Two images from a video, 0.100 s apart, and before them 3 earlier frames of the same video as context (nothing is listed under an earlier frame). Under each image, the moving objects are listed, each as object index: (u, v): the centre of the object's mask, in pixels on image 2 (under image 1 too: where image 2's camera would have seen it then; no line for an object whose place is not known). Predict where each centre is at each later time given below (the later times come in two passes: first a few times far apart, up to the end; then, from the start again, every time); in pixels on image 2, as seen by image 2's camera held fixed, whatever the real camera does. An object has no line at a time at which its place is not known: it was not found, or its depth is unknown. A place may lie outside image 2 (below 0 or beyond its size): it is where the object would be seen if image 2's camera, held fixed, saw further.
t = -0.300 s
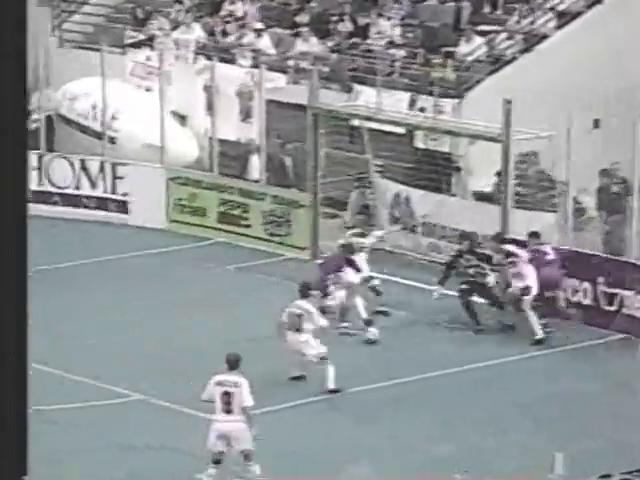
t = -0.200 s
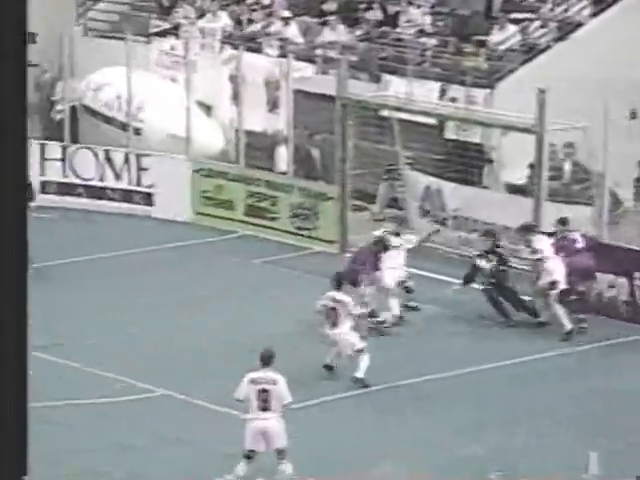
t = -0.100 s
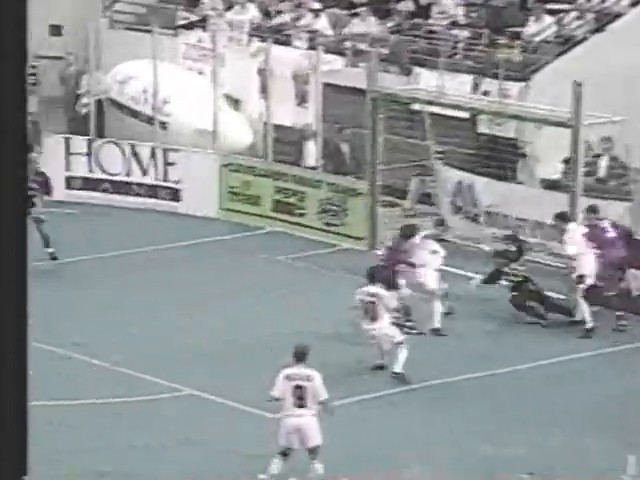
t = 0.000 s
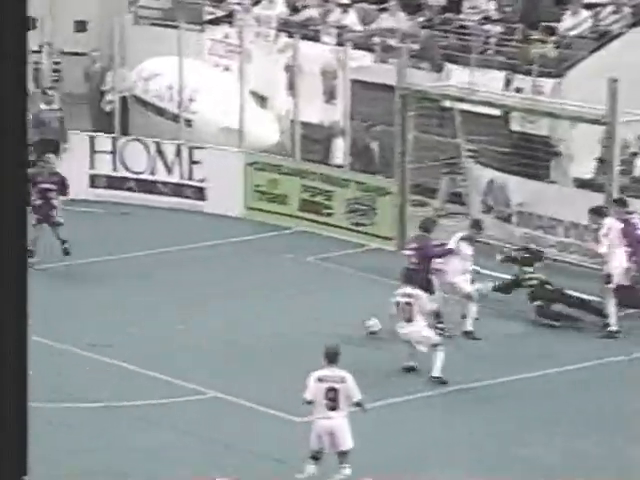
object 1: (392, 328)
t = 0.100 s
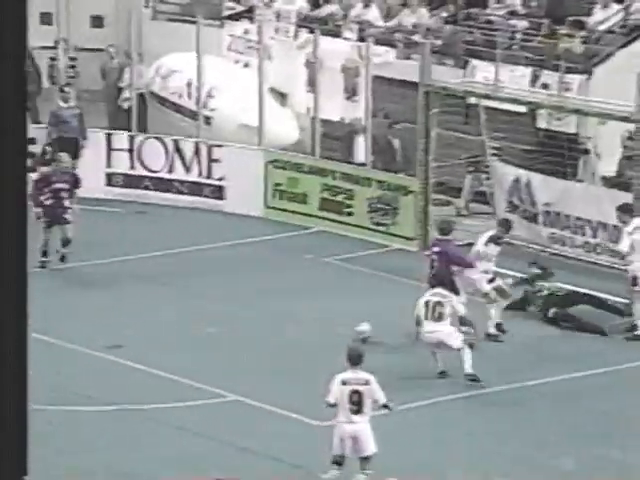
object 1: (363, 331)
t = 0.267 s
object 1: (317, 336)
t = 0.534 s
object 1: (256, 343)
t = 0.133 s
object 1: (352, 334)
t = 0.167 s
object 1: (341, 335)
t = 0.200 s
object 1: (333, 334)
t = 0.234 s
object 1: (325, 335)
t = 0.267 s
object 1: (317, 336)
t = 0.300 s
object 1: (309, 338)
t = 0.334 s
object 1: (301, 338)
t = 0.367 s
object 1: (293, 339)
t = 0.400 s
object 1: (285, 340)
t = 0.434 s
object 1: (278, 341)
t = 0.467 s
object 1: (270, 341)
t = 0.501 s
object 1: (263, 343)
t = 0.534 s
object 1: (256, 343)
